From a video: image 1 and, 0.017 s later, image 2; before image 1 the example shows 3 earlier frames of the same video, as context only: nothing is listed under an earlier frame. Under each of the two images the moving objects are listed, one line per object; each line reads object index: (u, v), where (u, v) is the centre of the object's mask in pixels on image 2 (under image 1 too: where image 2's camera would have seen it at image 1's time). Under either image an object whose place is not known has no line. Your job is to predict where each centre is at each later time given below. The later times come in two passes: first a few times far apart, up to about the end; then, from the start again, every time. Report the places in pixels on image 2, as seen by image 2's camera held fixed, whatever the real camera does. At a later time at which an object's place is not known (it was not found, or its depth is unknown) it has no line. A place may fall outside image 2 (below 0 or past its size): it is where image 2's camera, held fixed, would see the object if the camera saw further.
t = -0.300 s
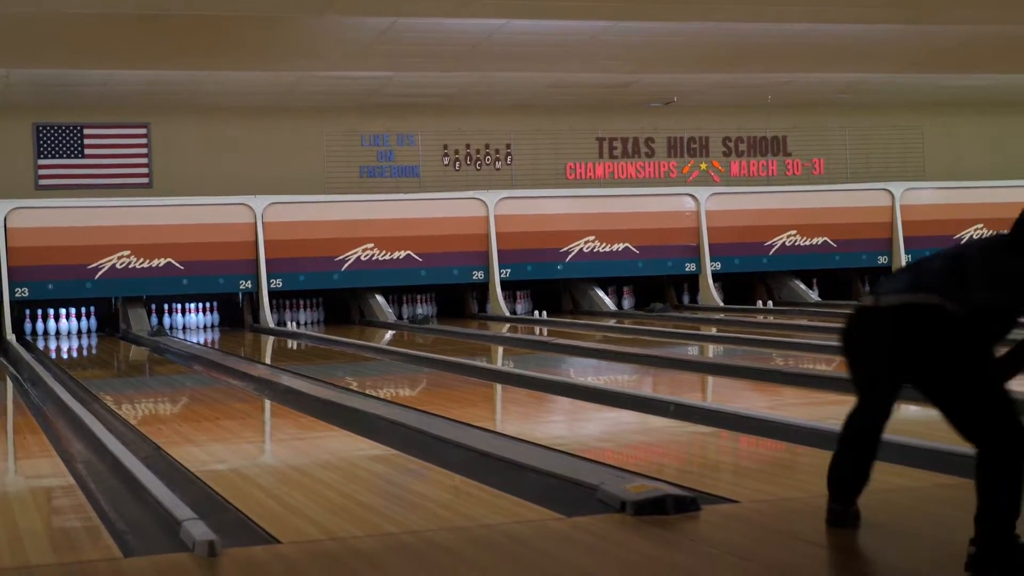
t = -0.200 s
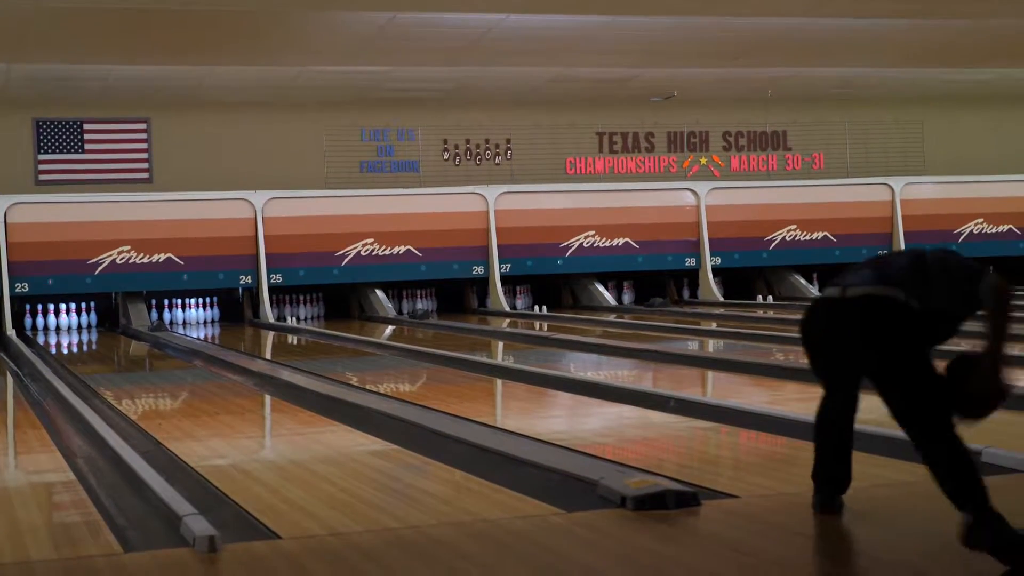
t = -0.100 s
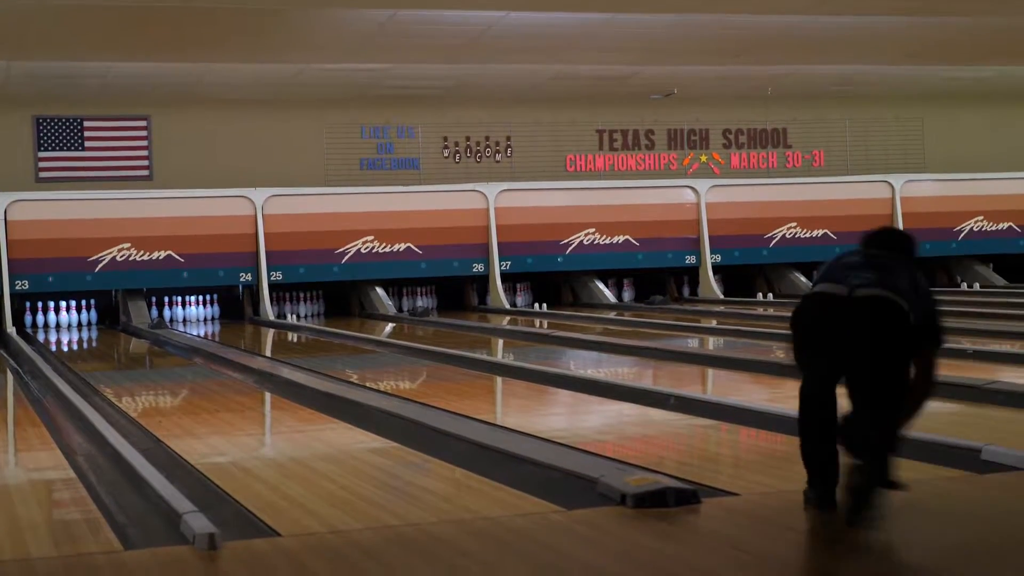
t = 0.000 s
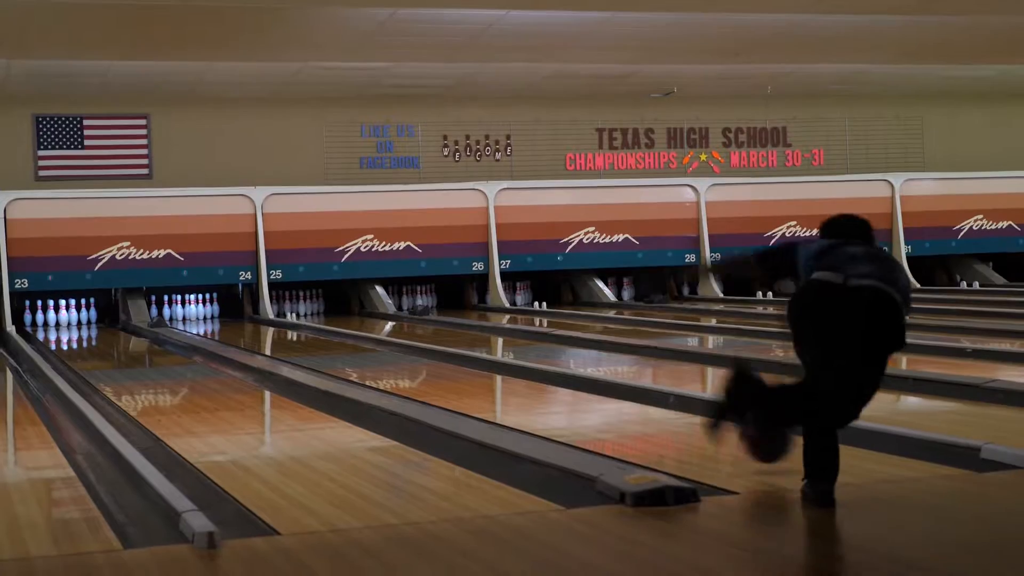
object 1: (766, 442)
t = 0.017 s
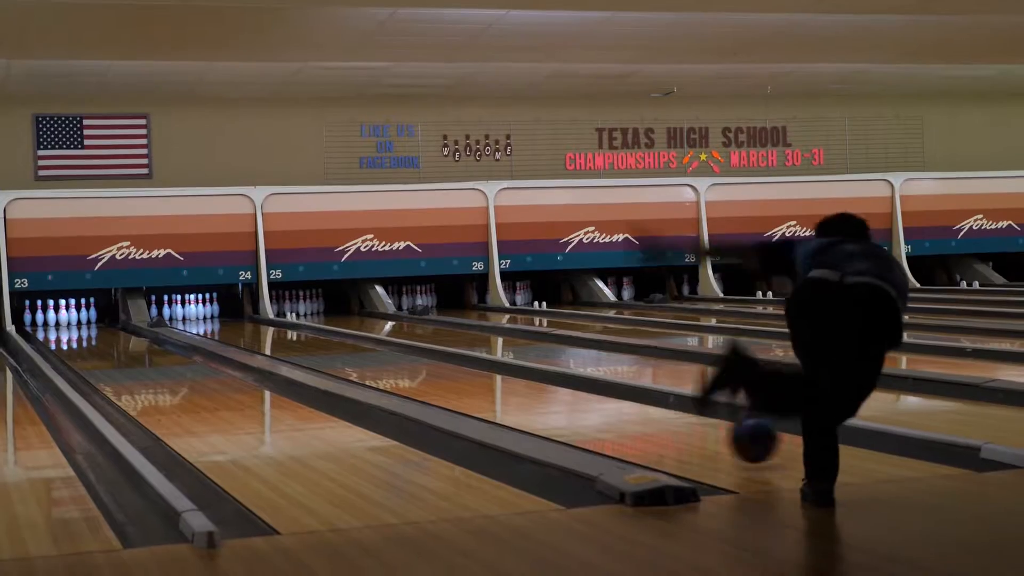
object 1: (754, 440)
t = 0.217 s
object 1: (621, 410)
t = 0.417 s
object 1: (531, 386)
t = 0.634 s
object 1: (460, 366)
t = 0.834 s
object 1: (410, 353)
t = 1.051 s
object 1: (367, 342)
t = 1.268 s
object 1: (332, 334)
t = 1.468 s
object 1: (303, 328)
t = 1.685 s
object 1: (275, 322)
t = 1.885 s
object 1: (250, 317)
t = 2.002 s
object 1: (235, 316)
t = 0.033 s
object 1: (740, 441)
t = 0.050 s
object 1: (727, 437)
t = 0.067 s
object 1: (715, 434)
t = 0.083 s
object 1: (703, 432)
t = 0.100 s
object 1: (691, 429)
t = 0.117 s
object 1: (681, 425)
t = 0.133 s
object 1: (670, 423)
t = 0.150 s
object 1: (660, 419)
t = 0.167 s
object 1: (649, 417)
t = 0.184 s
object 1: (640, 415)
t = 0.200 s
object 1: (630, 413)
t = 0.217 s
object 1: (621, 410)
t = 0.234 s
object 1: (613, 408)
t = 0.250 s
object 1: (604, 405)
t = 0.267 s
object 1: (596, 402)
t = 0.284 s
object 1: (588, 400)
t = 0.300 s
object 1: (580, 399)
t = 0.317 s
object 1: (572, 398)
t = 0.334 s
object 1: (565, 397)
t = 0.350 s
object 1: (558, 393)
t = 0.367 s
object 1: (551, 392)
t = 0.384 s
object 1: (544, 389)
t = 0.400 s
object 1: (537, 389)
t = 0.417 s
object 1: (531, 386)
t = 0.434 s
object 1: (524, 385)
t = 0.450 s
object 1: (518, 384)
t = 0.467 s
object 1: (513, 381)
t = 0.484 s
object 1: (507, 380)
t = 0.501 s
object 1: (501, 378)
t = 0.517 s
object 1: (496, 376)
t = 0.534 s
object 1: (490, 375)
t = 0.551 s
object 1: (484, 374)
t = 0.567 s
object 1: (479, 373)
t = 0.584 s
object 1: (474, 372)
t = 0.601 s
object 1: (470, 369)
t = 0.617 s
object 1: (465, 368)
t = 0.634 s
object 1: (460, 366)
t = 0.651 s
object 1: (455, 366)
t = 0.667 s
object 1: (451, 364)
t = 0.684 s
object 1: (447, 363)
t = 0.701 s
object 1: (442, 362)
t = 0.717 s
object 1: (438, 361)
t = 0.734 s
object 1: (434, 359)
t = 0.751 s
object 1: (429, 359)
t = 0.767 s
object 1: (425, 358)
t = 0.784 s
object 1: (421, 357)
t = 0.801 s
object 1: (417, 355)
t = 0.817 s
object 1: (414, 354)
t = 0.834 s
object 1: (410, 353)
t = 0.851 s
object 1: (406, 352)
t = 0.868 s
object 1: (403, 351)
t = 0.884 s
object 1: (399, 350)
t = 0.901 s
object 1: (396, 350)
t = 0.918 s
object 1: (392, 349)
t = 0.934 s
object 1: (388, 348)
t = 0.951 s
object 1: (385, 347)
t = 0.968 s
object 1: (383, 346)
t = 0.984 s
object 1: (379, 345)
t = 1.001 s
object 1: (376, 344)
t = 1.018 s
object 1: (373, 344)
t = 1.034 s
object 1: (370, 343)
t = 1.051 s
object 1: (367, 342)
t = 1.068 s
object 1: (364, 341)
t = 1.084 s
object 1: (361, 340)
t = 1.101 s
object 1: (359, 340)
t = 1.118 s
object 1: (356, 340)
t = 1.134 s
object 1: (353, 339)
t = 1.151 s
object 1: (350, 338)
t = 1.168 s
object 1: (348, 338)
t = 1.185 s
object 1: (345, 337)
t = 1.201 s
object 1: (342, 336)
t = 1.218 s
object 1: (340, 336)
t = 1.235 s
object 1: (337, 335)
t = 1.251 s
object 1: (335, 334)
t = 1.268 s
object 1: (332, 334)
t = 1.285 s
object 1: (330, 333)
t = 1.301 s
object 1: (327, 332)
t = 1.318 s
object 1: (325, 332)
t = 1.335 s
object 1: (322, 331)
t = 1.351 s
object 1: (320, 331)
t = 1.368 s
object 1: (317, 331)
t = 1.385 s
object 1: (314, 330)
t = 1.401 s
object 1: (313, 329)
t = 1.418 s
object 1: (310, 329)
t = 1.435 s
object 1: (307, 328)
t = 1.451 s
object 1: (306, 327)
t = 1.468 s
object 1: (303, 328)
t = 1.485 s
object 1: (301, 326)
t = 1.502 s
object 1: (299, 326)
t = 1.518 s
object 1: (297, 325)
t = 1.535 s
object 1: (296, 325)
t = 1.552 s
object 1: (293, 324)
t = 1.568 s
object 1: (291, 324)
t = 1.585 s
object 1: (288, 324)
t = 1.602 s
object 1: (285, 324)
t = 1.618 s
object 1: (284, 323)
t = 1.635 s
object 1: (283, 322)
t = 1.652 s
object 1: (280, 322)
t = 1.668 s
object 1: (278, 322)
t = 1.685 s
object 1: (275, 322)
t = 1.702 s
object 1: (273, 321)
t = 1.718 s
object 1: (269, 321)
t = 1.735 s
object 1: (269, 320)
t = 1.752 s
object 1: (268, 320)
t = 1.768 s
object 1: (265, 320)
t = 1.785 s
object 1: (262, 320)
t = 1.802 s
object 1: (261, 320)
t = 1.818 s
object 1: (257, 319)
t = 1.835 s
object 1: (256, 319)
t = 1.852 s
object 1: (254, 319)
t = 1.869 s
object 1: (252, 318)
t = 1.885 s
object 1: (250, 317)
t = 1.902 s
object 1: (247, 317)
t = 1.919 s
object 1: (244, 317)
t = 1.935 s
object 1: (244, 316)
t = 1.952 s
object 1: (243, 316)
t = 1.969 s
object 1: (240, 316)
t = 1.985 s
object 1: (237, 316)
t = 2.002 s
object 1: (235, 316)
